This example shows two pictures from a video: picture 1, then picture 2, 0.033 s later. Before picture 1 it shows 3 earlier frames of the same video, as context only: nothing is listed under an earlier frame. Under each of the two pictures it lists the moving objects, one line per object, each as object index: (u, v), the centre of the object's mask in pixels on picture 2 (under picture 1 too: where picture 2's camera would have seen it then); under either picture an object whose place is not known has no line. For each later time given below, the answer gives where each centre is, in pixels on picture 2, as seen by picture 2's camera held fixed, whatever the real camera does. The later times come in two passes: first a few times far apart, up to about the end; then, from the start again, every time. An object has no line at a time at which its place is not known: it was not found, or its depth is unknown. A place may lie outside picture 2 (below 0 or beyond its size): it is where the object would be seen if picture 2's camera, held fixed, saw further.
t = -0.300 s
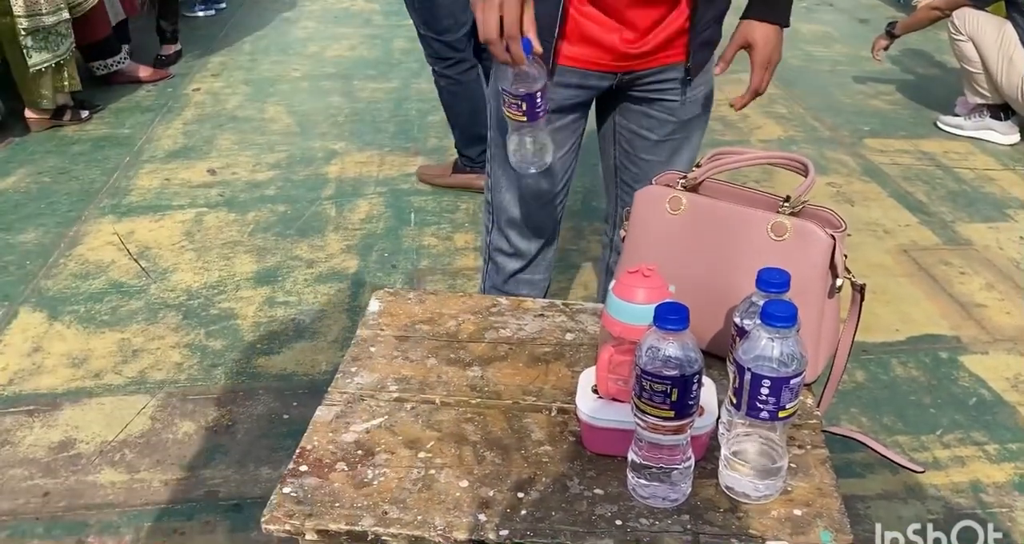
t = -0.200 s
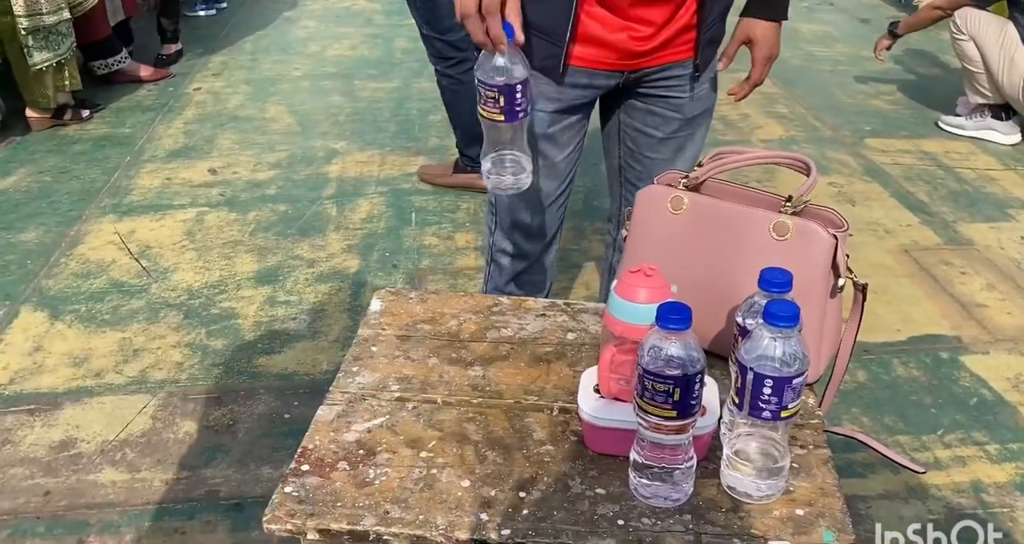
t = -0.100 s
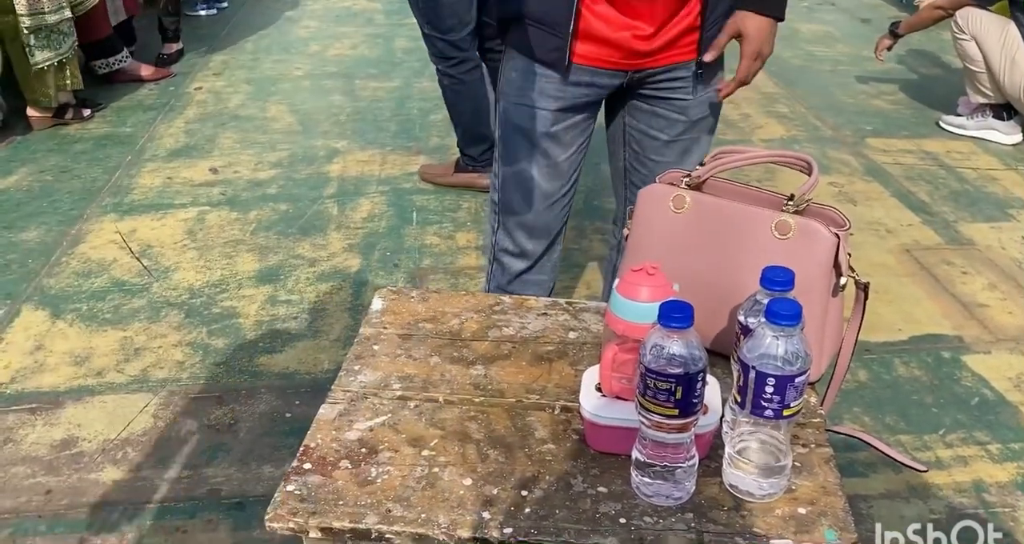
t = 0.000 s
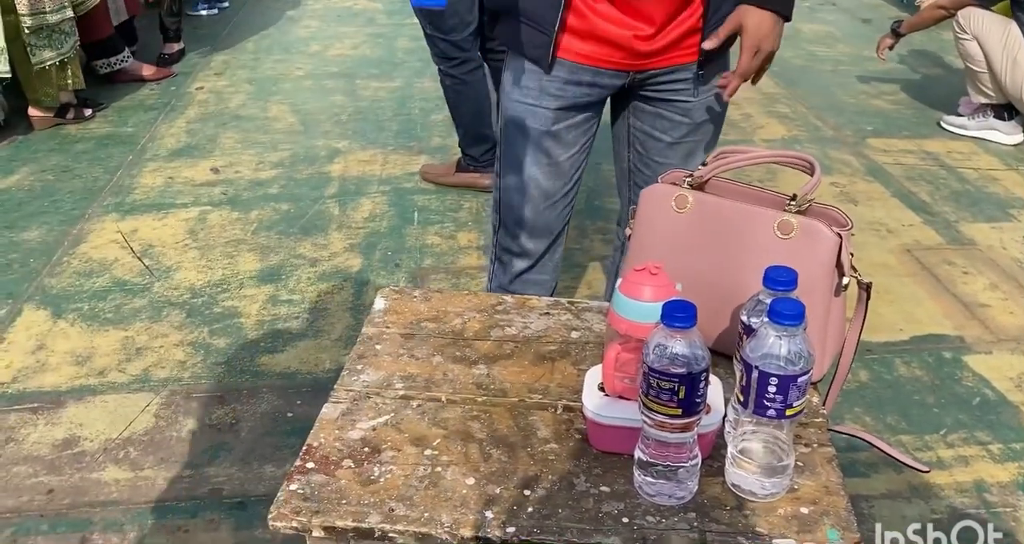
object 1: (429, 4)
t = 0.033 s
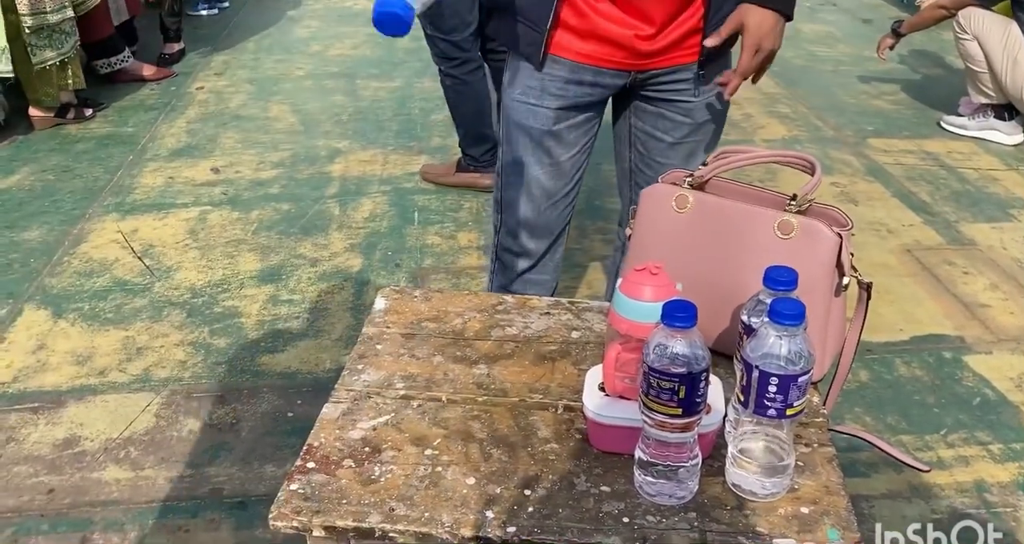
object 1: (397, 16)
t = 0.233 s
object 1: (413, 312)
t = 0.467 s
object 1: (415, 325)
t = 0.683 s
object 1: (426, 328)
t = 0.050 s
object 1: (391, 18)
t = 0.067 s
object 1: (407, 65)
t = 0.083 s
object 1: (409, 127)
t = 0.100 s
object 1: (412, 200)
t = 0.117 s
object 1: (417, 280)
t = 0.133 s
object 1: (423, 320)
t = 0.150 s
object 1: (421, 318)
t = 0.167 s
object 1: (420, 317)
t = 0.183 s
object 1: (418, 318)
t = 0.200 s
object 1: (416, 316)
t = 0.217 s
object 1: (415, 315)
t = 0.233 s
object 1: (413, 312)
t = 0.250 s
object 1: (412, 310)
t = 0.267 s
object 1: (412, 308)
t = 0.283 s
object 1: (412, 307)
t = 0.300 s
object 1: (414, 307)
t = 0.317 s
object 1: (417, 310)
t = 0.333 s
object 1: (419, 318)
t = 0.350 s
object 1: (420, 329)
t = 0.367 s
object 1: (420, 324)
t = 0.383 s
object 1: (418, 321)
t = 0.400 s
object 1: (416, 326)
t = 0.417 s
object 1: (418, 326)
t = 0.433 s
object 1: (420, 325)
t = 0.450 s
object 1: (418, 325)
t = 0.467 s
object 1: (415, 325)
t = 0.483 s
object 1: (416, 323)
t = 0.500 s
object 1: (415, 323)
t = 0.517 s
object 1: (415, 324)
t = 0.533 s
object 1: (417, 326)
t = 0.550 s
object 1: (419, 326)
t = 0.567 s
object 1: (418, 326)
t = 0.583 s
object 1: (419, 326)
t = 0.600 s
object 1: (420, 327)
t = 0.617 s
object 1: (421, 328)
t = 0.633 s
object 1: (425, 329)
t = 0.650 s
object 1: (426, 328)
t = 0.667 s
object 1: (426, 328)
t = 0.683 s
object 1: (426, 328)
